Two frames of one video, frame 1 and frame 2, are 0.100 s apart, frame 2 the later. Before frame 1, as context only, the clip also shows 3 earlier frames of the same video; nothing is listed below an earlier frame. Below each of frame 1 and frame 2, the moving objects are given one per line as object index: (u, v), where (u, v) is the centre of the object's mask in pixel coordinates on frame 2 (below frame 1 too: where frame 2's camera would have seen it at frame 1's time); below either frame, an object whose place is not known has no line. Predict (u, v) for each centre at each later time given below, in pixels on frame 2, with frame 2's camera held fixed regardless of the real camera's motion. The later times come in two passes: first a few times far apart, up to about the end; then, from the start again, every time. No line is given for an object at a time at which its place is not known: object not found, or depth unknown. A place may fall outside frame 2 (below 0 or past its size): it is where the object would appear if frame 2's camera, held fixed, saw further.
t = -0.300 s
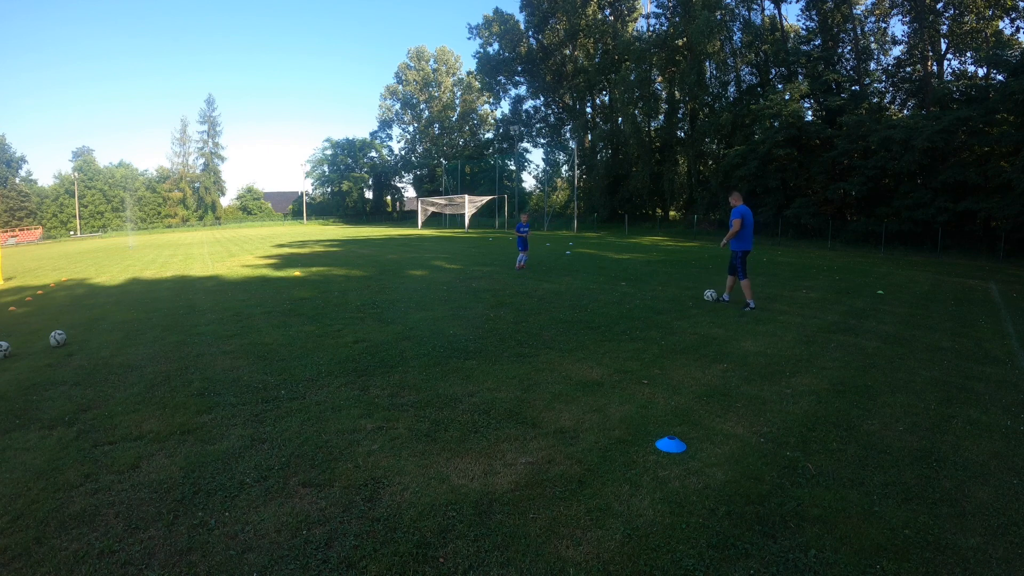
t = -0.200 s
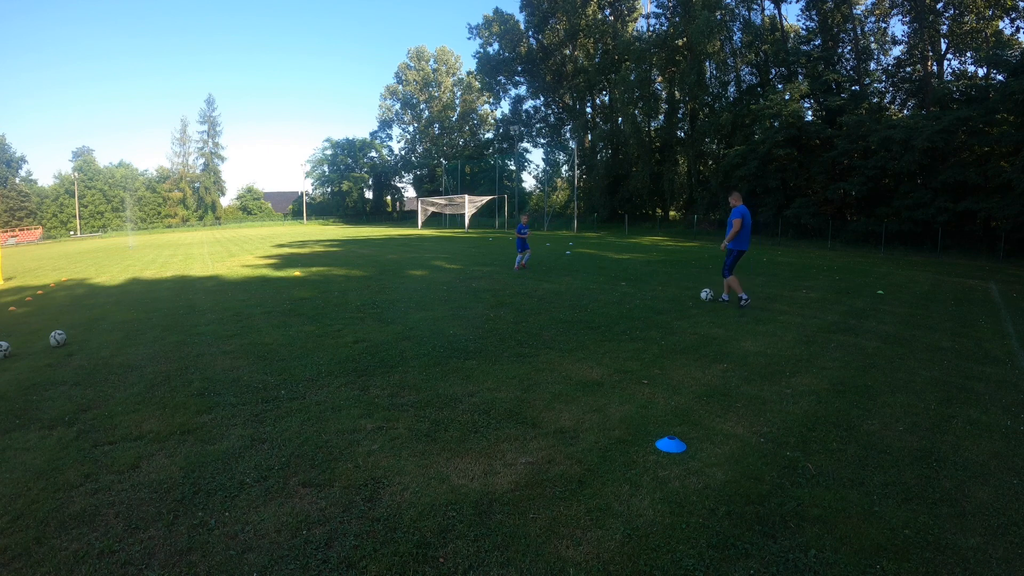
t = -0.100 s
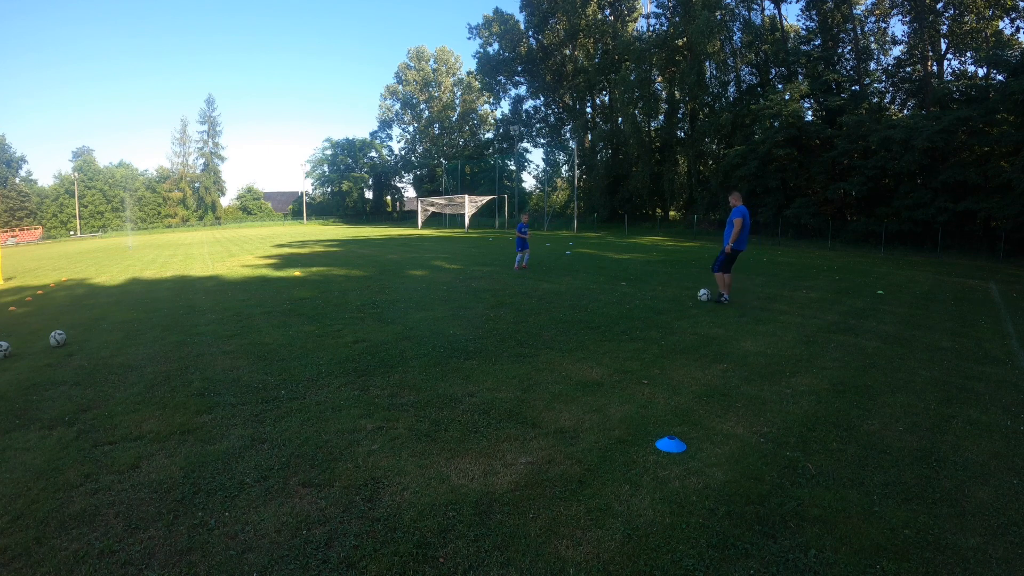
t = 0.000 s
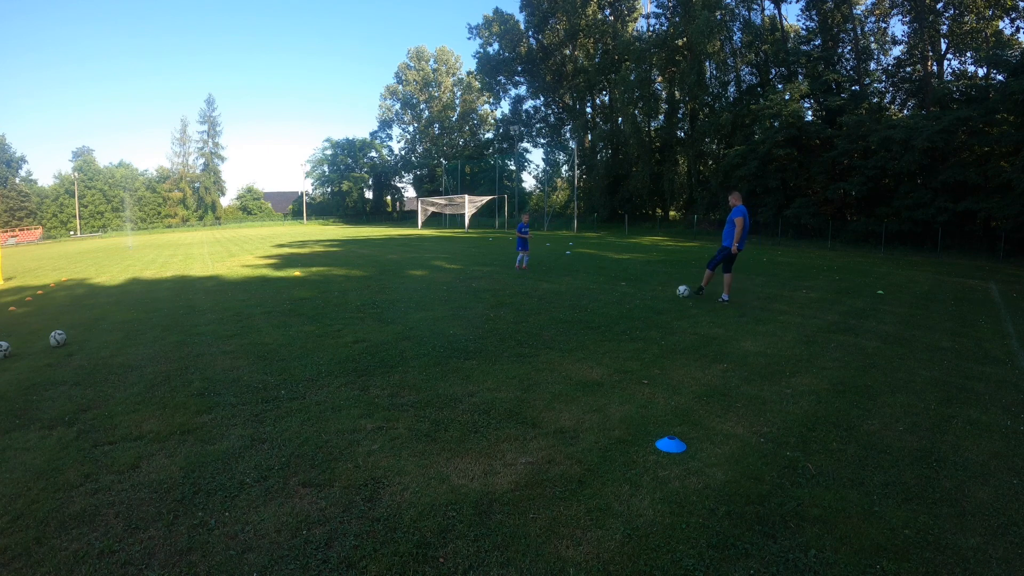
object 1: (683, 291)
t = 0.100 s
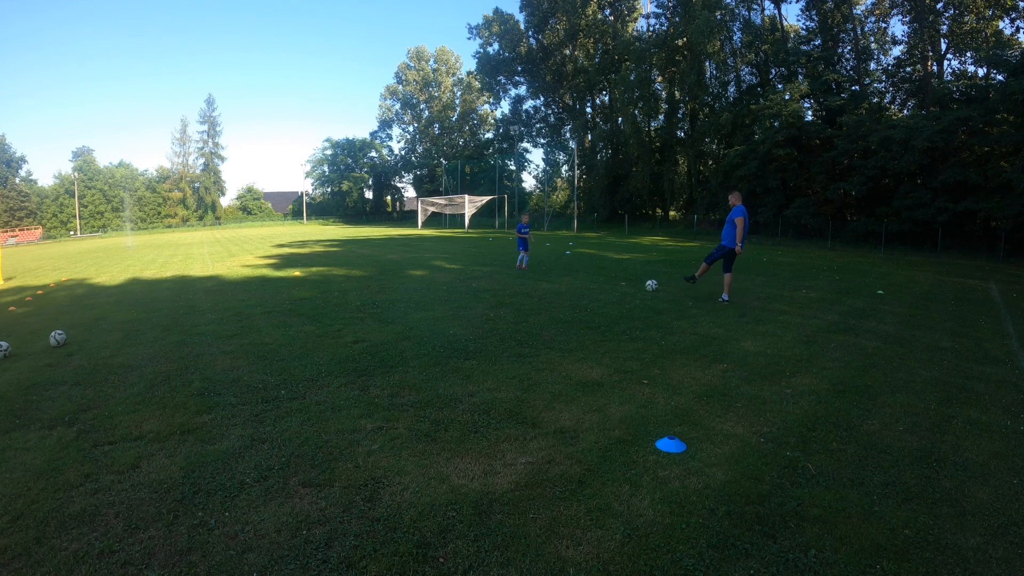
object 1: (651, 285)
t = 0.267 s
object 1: (612, 279)
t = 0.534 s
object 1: (573, 271)
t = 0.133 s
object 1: (643, 284)
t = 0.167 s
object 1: (634, 283)
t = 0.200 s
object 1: (626, 281)
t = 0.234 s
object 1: (619, 280)
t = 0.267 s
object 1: (612, 279)
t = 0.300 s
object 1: (607, 278)
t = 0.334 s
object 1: (601, 277)
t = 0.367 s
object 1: (596, 275)
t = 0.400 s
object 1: (591, 275)
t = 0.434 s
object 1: (586, 274)
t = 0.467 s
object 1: (582, 273)
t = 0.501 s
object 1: (577, 272)
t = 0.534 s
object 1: (573, 271)
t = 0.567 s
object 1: (569, 271)
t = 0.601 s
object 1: (565, 270)
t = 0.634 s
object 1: (561, 270)
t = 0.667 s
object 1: (557, 269)
